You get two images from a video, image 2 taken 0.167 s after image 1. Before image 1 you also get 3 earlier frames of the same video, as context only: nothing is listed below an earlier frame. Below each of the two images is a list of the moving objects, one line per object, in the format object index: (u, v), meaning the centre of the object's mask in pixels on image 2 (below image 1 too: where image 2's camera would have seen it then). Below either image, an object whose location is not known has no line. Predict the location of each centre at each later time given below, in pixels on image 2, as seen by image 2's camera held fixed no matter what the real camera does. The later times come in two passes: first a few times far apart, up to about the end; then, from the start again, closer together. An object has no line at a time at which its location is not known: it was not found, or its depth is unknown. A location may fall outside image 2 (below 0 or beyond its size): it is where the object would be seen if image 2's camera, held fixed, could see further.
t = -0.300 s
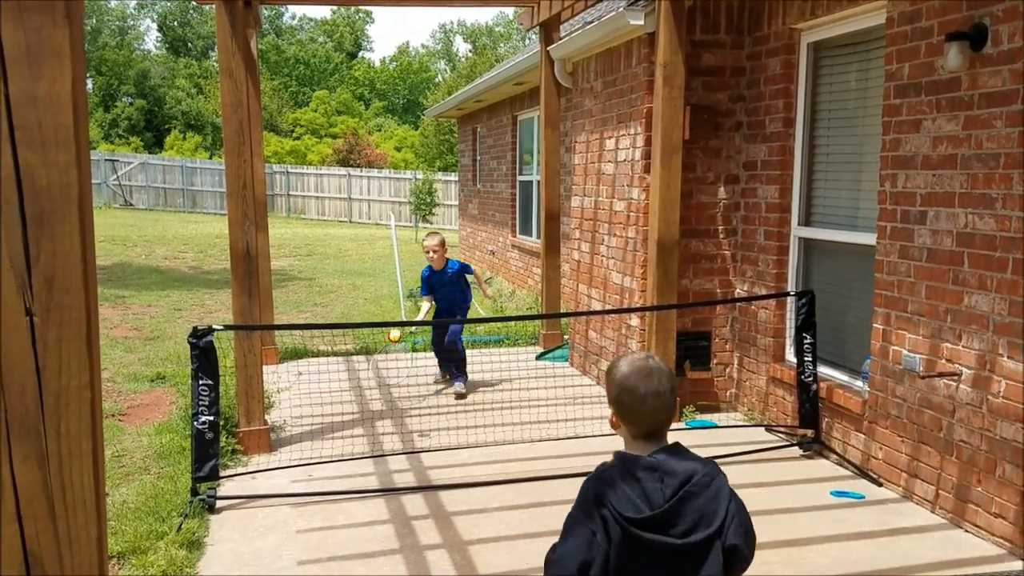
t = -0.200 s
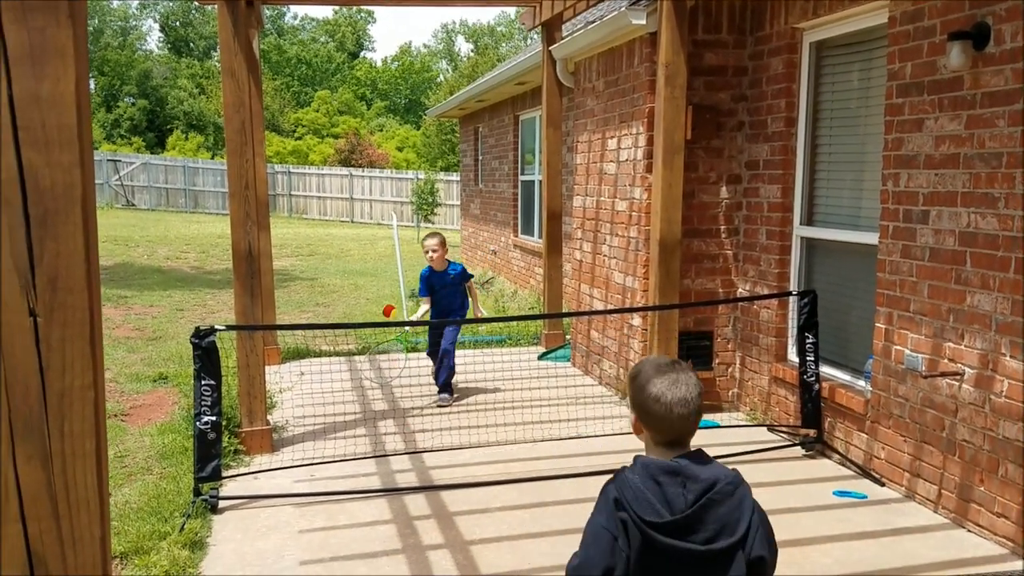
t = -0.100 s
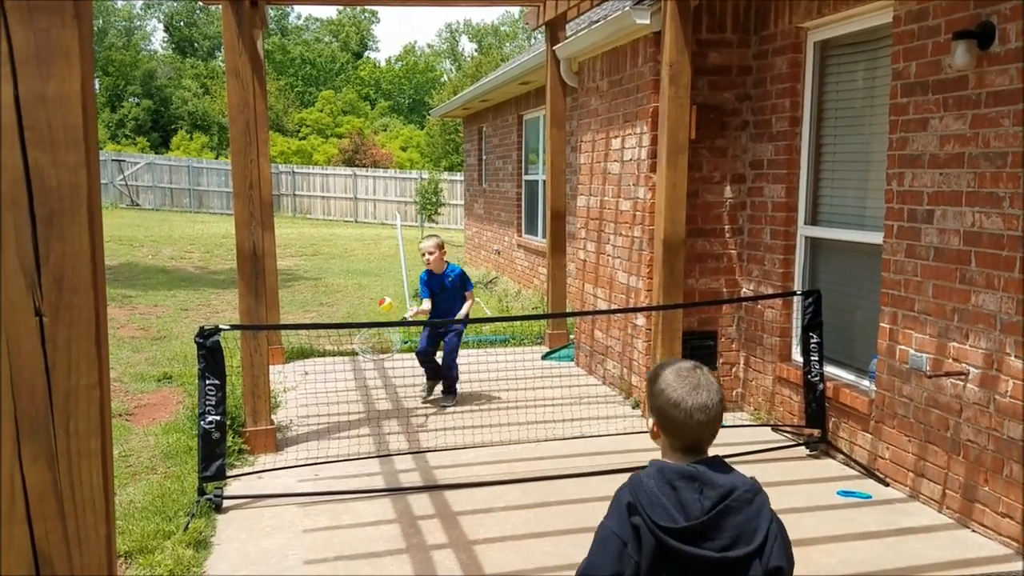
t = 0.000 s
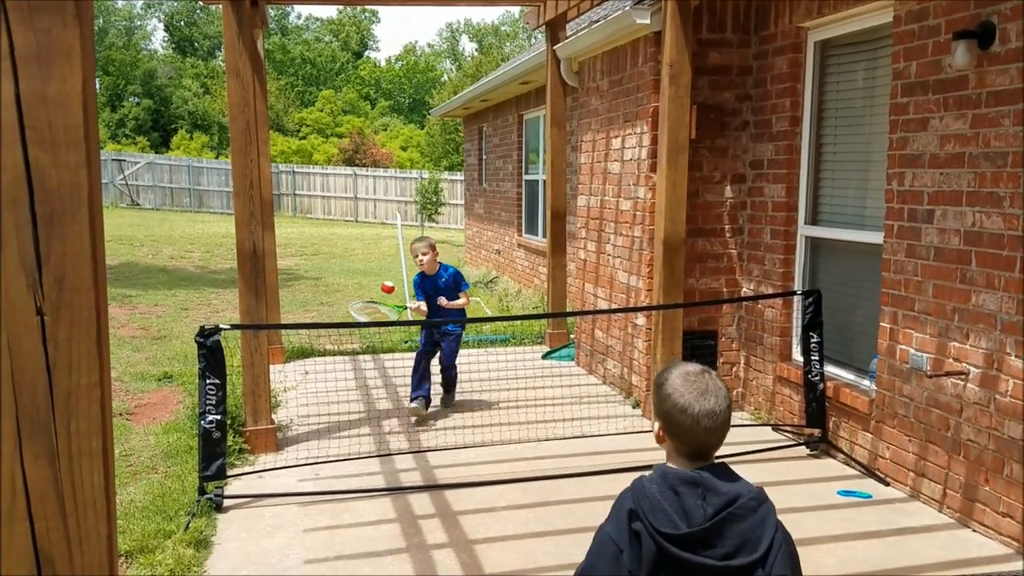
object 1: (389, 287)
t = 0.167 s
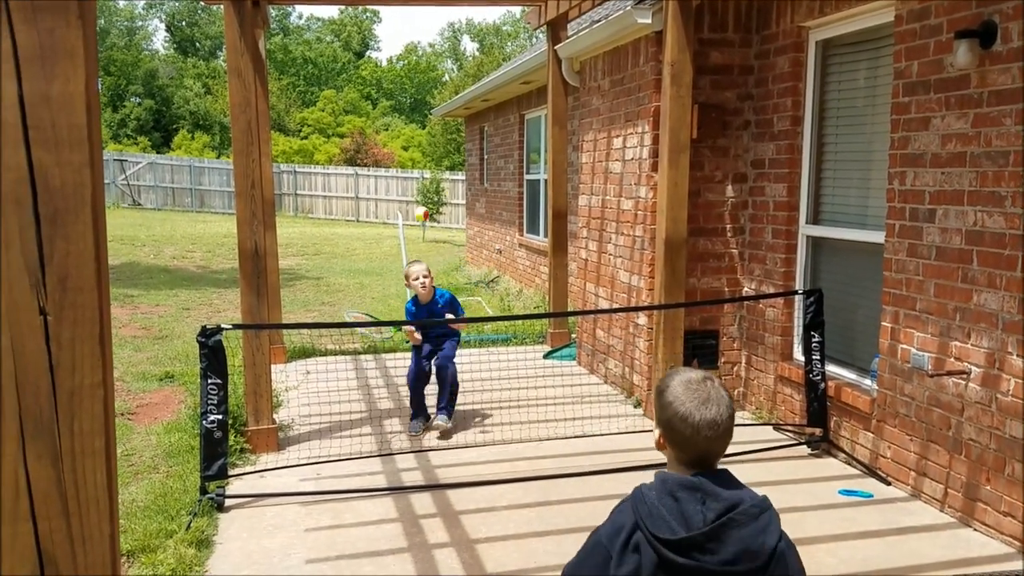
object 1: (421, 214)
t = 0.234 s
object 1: (436, 196)
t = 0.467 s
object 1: (493, 198)
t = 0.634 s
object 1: (539, 274)
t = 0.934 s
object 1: (621, 471)
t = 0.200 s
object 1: (428, 204)
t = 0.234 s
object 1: (436, 196)
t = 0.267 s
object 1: (443, 190)
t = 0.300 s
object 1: (451, 187)
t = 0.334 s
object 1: (459, 185)
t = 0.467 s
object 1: (493, 198)
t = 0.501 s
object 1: (502, 209)
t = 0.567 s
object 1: (520, 237)
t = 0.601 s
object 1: (529, 254)
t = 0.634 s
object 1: (539, 274)
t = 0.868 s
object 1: (611, 505)
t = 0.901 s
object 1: (616, 494)
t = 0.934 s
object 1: (621, 471)
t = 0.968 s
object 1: (625, 451)
